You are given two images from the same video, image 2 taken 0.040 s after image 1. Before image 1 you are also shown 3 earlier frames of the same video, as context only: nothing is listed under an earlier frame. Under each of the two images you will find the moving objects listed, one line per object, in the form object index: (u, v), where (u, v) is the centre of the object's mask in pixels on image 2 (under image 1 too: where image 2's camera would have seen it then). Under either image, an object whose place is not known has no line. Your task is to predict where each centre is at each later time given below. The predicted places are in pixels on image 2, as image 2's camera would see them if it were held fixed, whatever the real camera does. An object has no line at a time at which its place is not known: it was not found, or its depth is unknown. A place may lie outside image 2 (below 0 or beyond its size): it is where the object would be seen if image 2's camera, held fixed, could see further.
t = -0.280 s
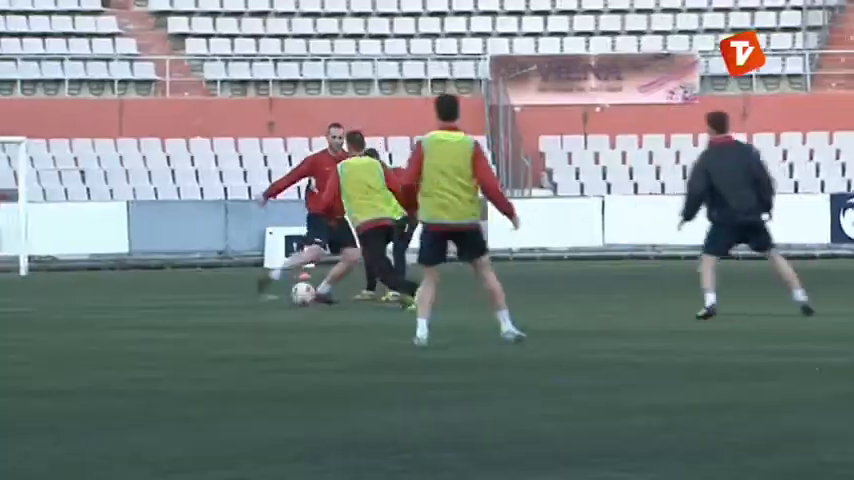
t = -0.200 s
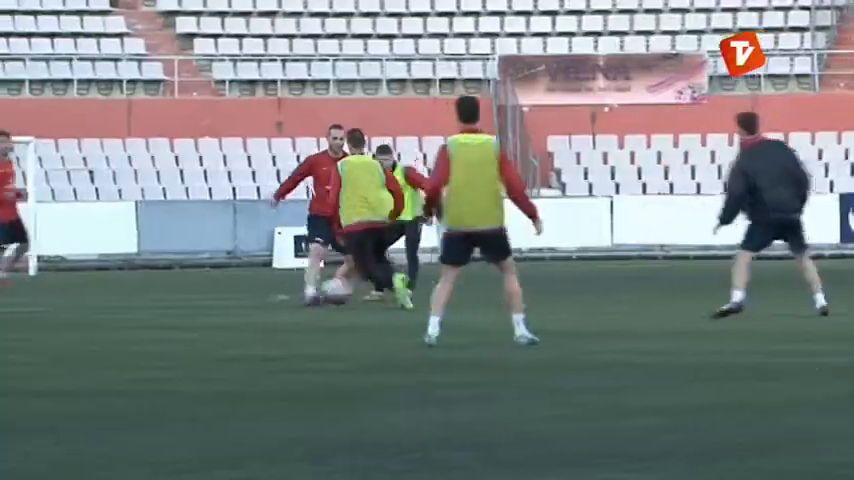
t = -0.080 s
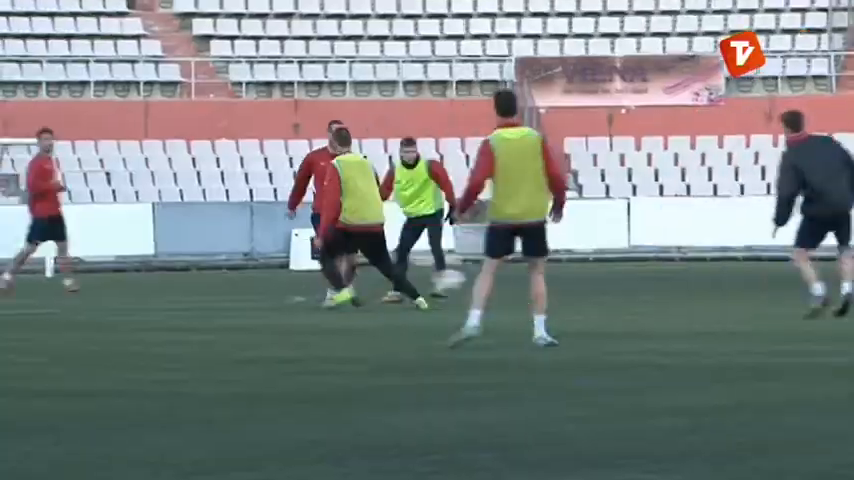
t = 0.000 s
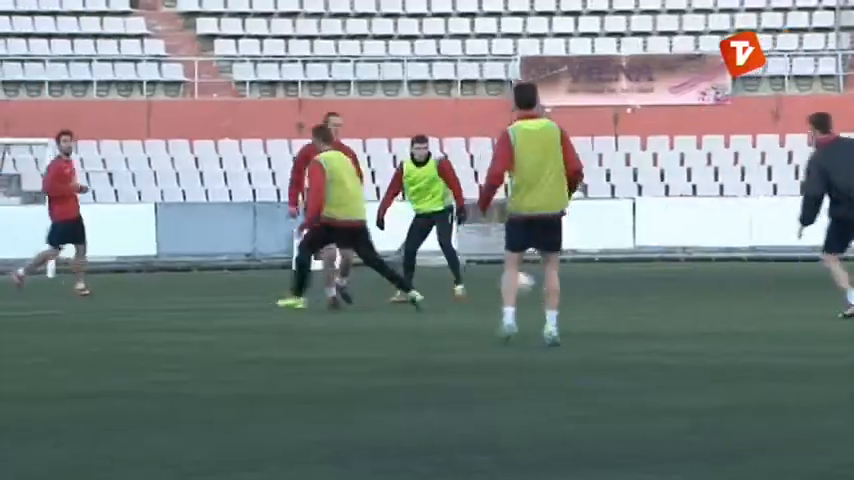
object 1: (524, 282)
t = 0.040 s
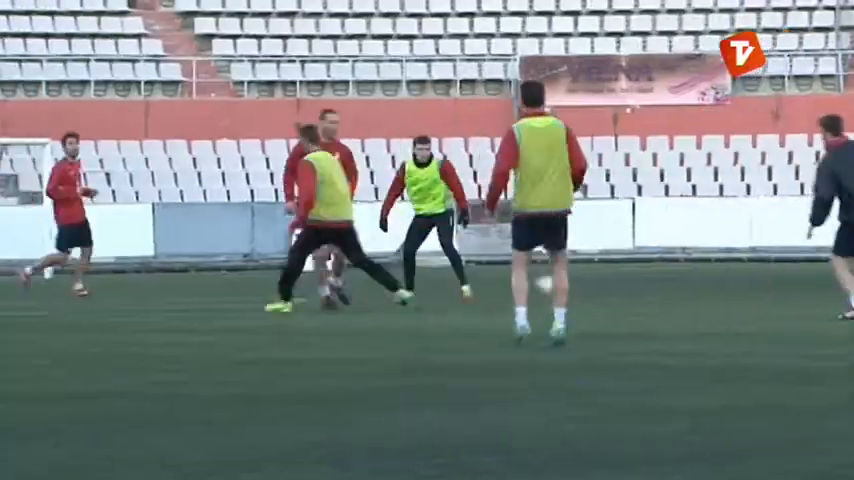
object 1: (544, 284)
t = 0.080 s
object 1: (587, 292)
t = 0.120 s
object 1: (618, 298)
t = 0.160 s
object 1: (645, 298)
